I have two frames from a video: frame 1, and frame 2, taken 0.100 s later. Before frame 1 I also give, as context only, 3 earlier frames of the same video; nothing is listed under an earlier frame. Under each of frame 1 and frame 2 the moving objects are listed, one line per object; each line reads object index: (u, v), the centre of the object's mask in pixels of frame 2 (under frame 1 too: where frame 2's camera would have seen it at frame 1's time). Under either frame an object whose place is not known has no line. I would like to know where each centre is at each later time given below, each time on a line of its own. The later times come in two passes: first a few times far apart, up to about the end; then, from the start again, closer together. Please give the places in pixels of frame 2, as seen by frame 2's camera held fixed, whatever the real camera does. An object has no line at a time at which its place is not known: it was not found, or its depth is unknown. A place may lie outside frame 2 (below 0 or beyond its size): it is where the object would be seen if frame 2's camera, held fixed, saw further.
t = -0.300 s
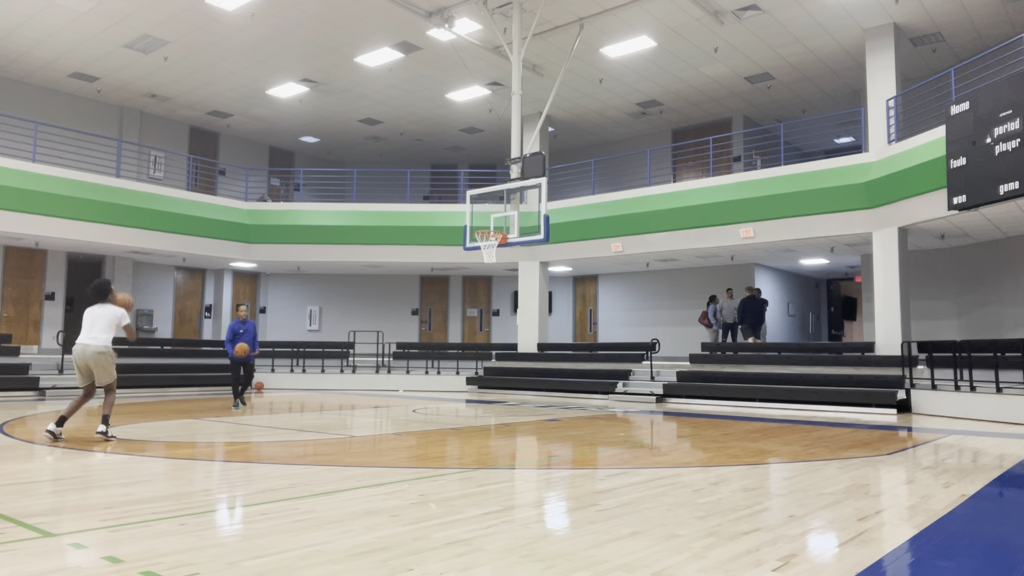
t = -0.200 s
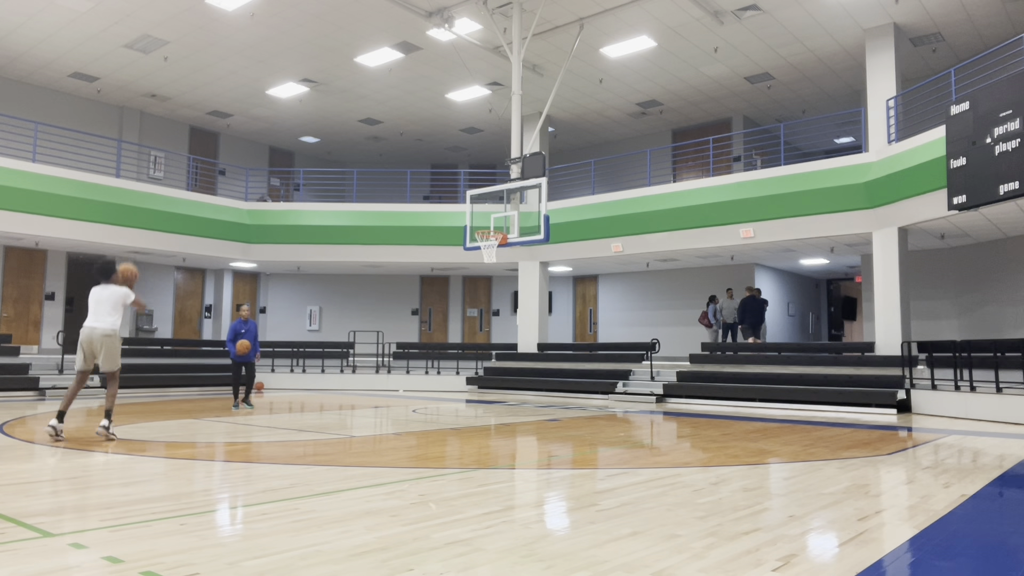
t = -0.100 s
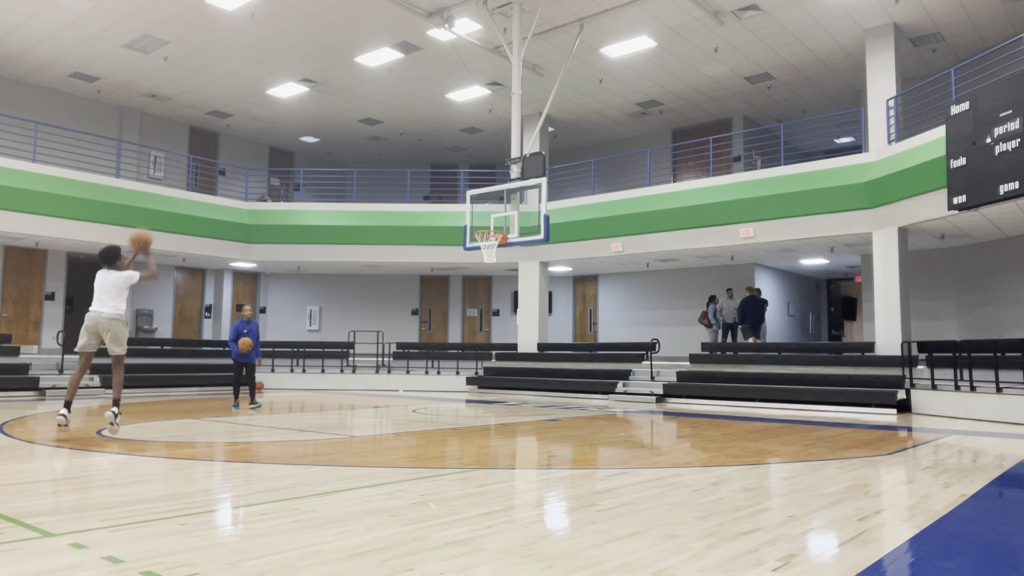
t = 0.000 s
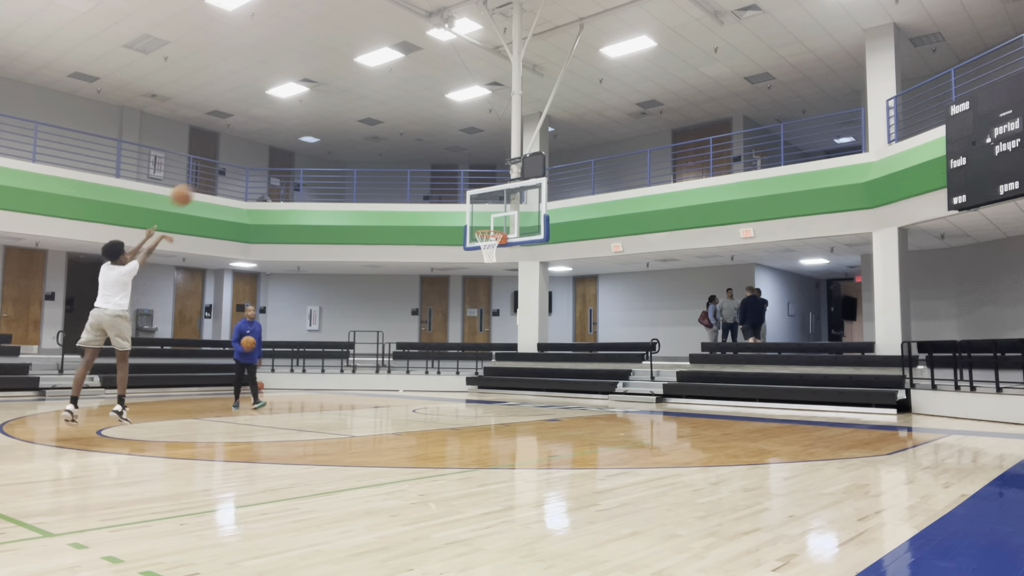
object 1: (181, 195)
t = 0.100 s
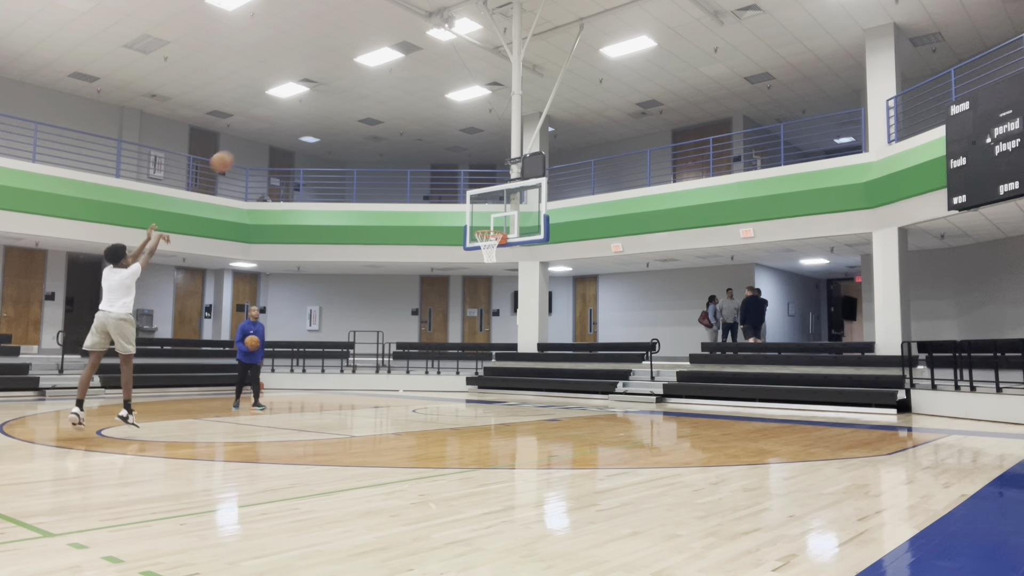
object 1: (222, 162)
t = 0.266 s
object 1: (280, 128)
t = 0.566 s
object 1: (366, 120)
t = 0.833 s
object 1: (426, 158)
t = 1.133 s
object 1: (472, 221)
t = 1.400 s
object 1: (454, 193)
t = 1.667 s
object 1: (437, 203)
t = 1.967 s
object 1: (416, 262)
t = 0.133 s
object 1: (234, 152)
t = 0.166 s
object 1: (247, 145)
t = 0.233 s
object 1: (269, 133)
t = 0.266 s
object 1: (280, 128)
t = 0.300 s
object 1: (291, 124)
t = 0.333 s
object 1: (301, 121)
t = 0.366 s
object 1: (312, 118)
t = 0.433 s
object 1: (330, 116)
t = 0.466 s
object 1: (340, 116)
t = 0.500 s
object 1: (349, 117)
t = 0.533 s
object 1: (358, 118)
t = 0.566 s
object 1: (366, 120)
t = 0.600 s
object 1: (374, 122)
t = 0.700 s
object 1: (397, 135)
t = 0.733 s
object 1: (405, 140)
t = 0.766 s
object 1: (412, 145)
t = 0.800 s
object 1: (419, 152)
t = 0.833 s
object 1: (426, 158)
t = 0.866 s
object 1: (433, 166)
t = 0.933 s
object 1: (446, 182)
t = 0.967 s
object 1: (452, 191)
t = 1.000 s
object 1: (458, 199)
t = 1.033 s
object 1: (464, 210)
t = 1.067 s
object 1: (471, 220)
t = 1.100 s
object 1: (474, 227)
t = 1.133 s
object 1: (472, 221)
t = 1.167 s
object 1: (470, 215)
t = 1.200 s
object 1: (467, 210)
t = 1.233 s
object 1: (465, 205)
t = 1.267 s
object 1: (463, 201)
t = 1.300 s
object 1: (461, 198)
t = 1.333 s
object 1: (458, 196)
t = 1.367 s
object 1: (456, 194)
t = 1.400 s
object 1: (454, 193)
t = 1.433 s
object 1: (452, 192)
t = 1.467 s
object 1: (450, 192)
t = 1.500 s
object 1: (448, 192)
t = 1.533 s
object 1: (446, 193)
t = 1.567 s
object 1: (443, 195)
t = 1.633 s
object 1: (439, 199)
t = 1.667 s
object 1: (437, 203)
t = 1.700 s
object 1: (434, 207)
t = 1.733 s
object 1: (432, 212)
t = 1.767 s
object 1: (430, 218)
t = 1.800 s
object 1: (428, 224)
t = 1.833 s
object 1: (425, 230)
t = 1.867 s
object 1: (423, 237)
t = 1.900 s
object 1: (421, 244)
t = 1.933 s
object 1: (418, 253)
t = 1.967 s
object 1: (416, 262)
